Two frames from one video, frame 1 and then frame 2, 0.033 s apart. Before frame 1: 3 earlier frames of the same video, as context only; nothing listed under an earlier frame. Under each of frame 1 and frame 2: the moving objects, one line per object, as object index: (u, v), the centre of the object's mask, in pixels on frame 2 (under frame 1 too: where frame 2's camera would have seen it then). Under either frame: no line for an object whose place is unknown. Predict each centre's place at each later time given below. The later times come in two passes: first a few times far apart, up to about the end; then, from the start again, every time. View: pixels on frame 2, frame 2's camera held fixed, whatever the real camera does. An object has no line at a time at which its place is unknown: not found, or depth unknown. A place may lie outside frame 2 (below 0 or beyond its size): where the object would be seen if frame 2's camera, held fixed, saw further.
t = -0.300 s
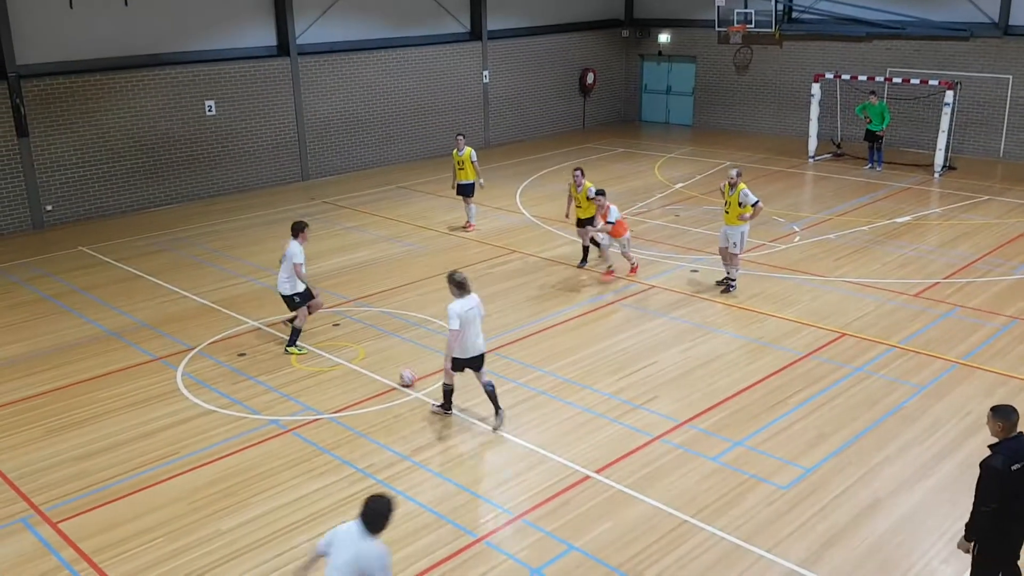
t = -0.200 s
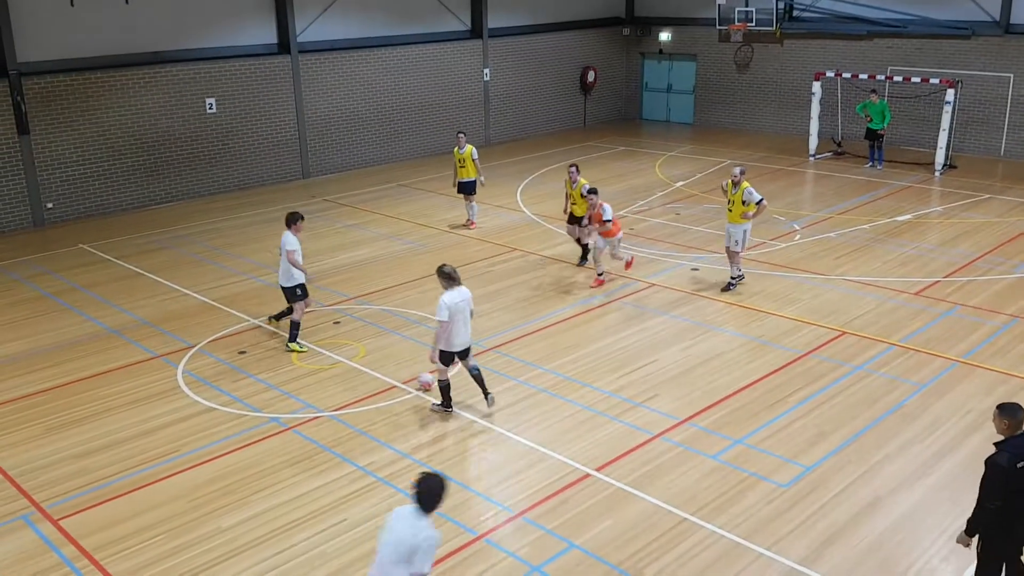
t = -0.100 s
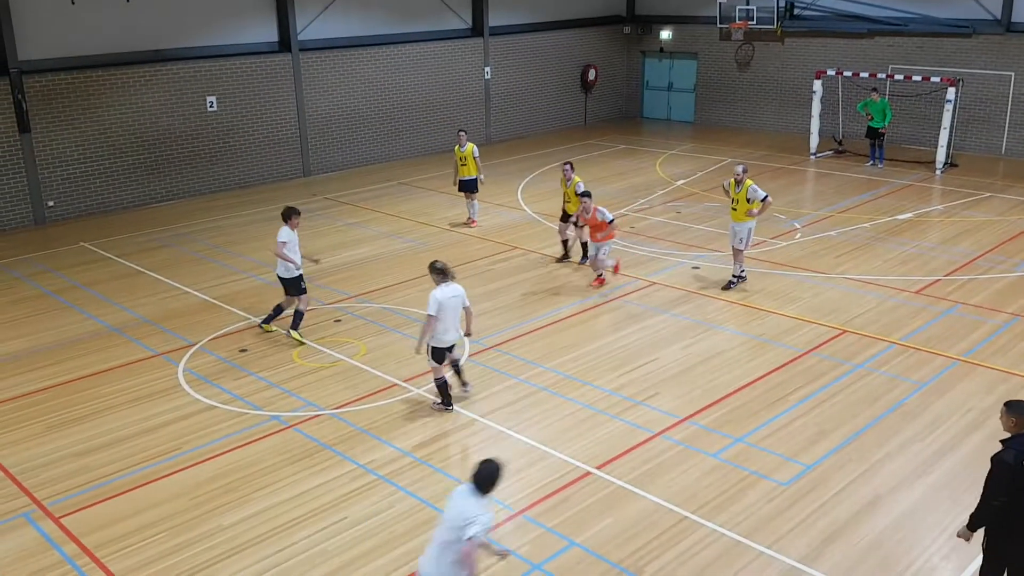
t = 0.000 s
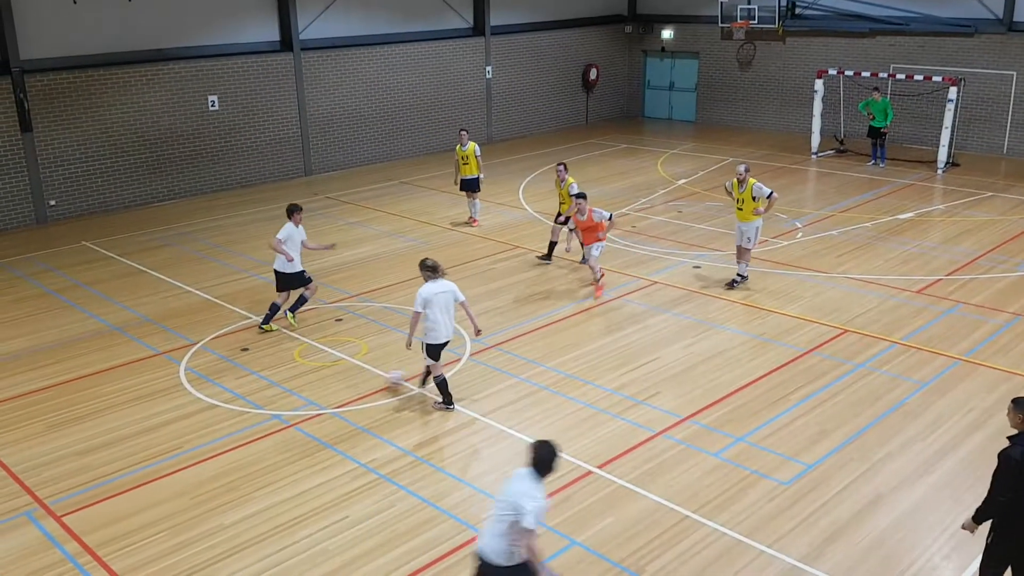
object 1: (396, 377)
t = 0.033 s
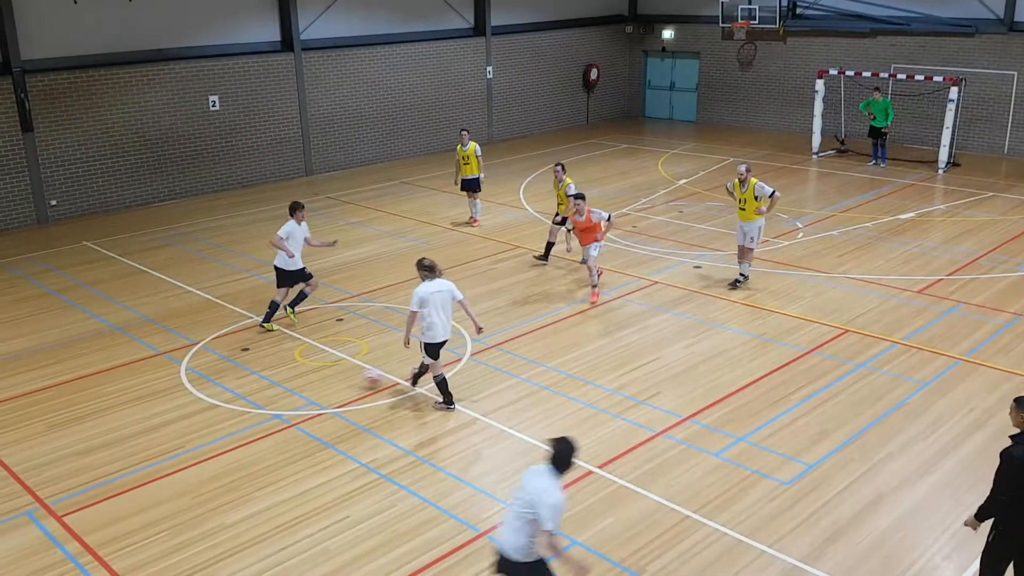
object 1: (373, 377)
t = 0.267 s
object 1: (237, 371)
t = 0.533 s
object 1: (115, 364)
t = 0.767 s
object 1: (21, 359)
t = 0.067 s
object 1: (352, 375)
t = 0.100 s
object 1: (330, 375)
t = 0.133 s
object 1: (312, 374)
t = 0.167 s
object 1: (293, 372)
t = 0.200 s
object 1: (274, 371)
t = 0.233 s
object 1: (255, 370)
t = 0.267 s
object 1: (237, 371)
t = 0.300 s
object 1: (221, 369)
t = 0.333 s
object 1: (204, 368)
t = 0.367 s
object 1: (189, 366)
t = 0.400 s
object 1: (172, 367)
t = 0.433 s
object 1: (157, 366)
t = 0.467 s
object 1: (144, 365)
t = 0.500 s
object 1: (129, 364)
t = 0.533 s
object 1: (115, 364)
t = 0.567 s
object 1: (101, 364)
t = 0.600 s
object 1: (87, 362)
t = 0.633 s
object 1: (74, 362)
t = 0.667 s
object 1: (60, 361)
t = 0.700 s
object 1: (47, 360)
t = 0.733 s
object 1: (34, 360)
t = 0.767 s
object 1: (21, 359)
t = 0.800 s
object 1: (10, 359)
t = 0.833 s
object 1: (-5, 358)
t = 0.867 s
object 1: (-17, 358)
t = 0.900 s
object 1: (-28, 356)
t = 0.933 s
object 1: (-40, 356)
